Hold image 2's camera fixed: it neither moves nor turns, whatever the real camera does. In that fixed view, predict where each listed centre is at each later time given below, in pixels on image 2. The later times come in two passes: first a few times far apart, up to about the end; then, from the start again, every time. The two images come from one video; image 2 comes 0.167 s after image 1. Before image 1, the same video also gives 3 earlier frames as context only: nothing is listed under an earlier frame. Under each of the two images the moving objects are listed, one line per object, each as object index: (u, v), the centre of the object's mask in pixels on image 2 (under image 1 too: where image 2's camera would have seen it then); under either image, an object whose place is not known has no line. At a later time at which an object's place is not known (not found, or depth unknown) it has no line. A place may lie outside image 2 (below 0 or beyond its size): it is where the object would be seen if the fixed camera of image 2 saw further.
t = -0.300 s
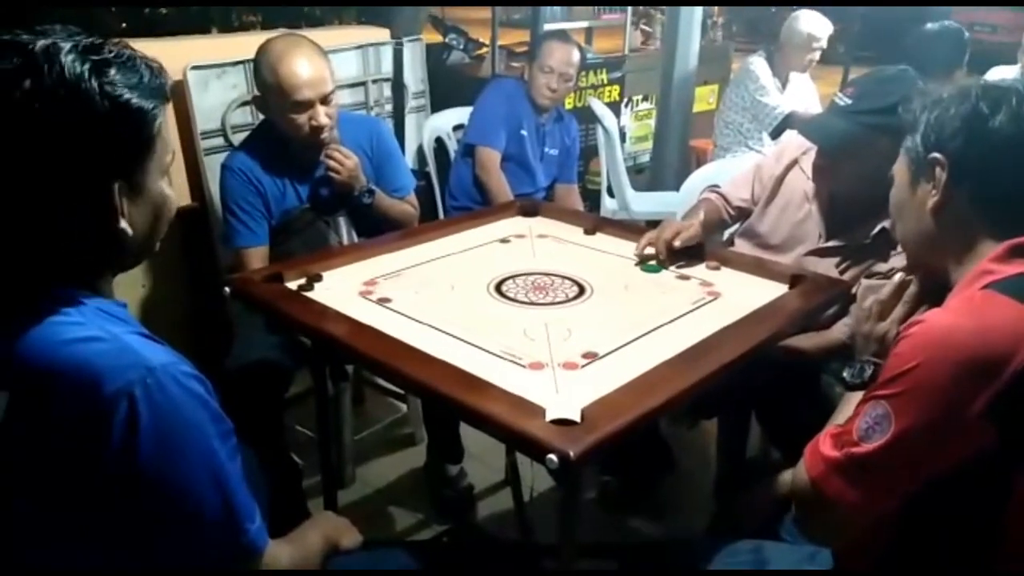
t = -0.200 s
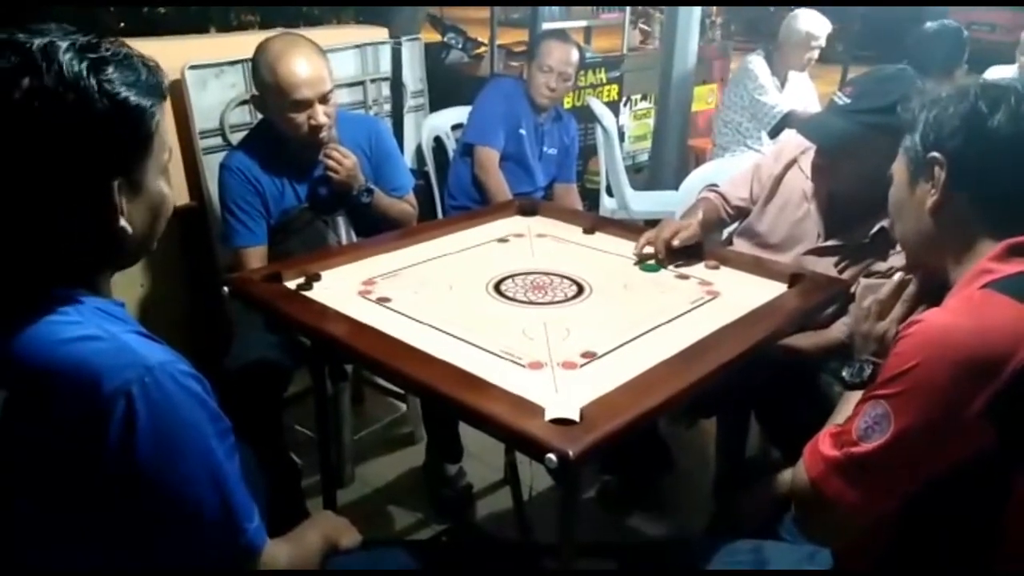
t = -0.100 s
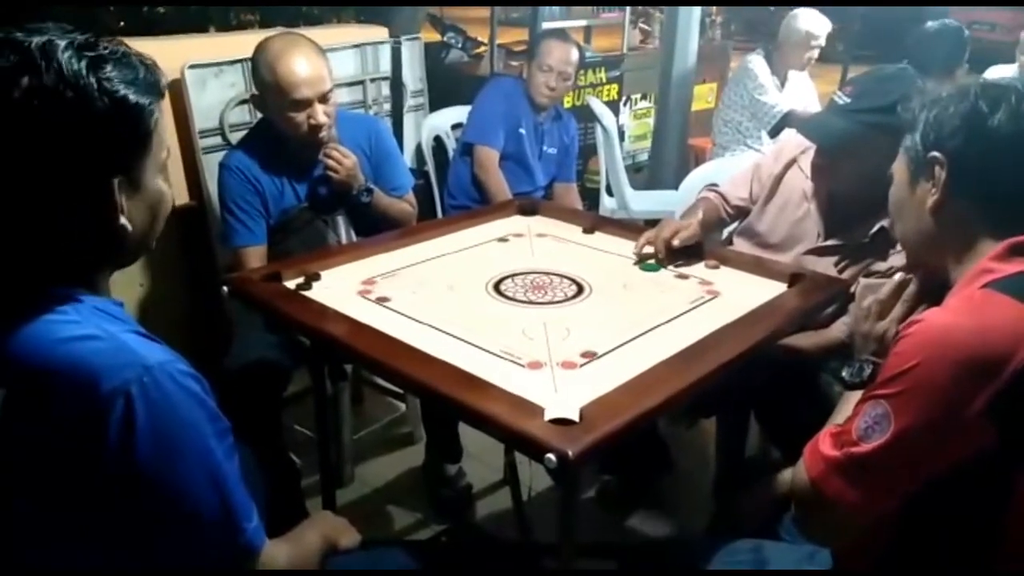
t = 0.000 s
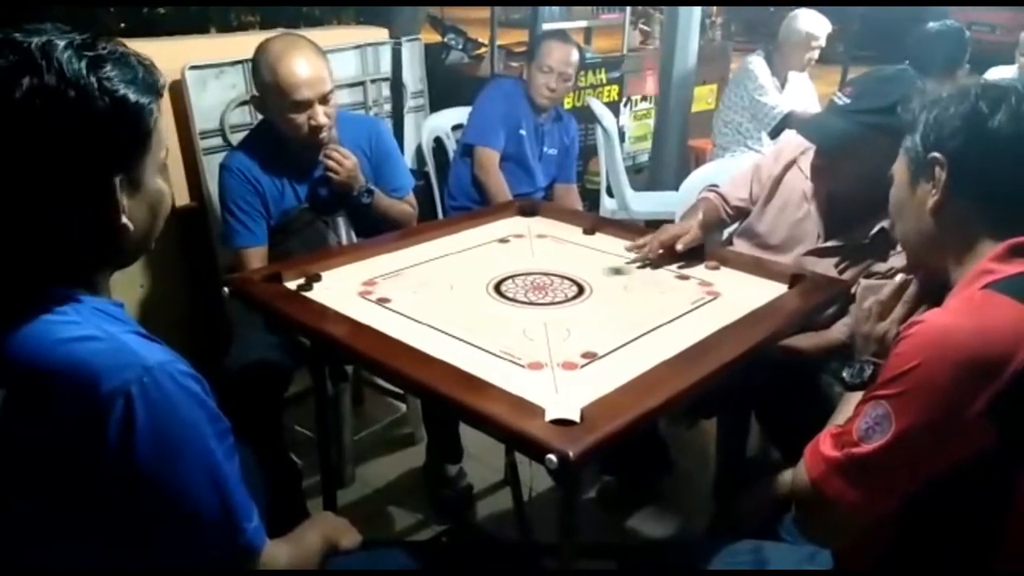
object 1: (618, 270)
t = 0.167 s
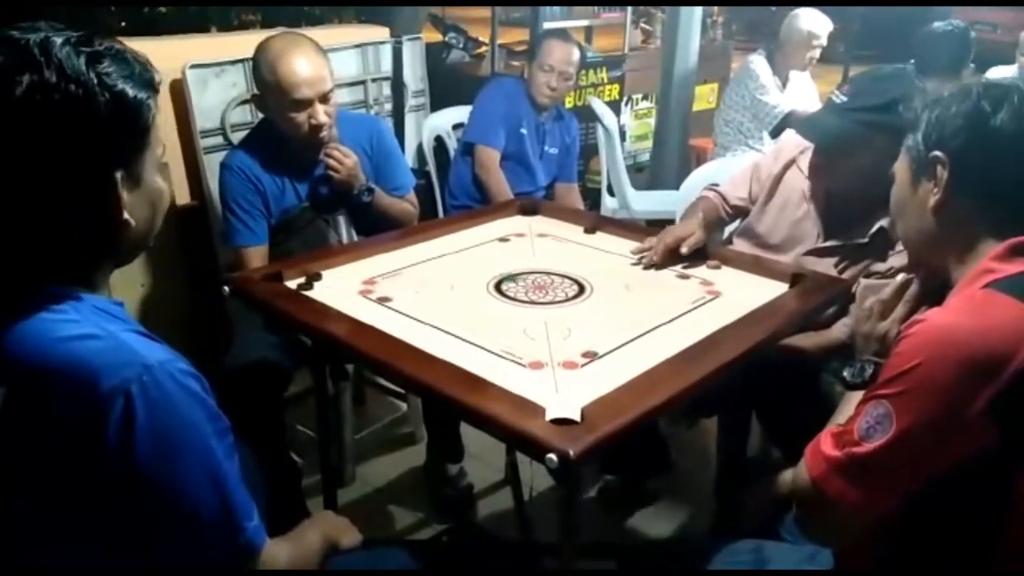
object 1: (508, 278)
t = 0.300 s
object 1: (423, 284)
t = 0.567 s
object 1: (330, 286)
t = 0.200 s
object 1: (486, 279)
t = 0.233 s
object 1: (468, 280)
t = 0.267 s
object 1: (444, 282)
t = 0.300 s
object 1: (423, 284)
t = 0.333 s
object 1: (401, 285)
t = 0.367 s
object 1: (377, 287)
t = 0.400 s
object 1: (349, 289)
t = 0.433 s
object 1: (331, 290)
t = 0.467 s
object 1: (314, 291)
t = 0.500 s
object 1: (312, 292)
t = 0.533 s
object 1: (320, 289)
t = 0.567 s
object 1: (330, 286)
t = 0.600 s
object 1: (339, 284)
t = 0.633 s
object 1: (348, 280)
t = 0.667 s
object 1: (357, 277)
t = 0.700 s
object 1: (365, 275)
